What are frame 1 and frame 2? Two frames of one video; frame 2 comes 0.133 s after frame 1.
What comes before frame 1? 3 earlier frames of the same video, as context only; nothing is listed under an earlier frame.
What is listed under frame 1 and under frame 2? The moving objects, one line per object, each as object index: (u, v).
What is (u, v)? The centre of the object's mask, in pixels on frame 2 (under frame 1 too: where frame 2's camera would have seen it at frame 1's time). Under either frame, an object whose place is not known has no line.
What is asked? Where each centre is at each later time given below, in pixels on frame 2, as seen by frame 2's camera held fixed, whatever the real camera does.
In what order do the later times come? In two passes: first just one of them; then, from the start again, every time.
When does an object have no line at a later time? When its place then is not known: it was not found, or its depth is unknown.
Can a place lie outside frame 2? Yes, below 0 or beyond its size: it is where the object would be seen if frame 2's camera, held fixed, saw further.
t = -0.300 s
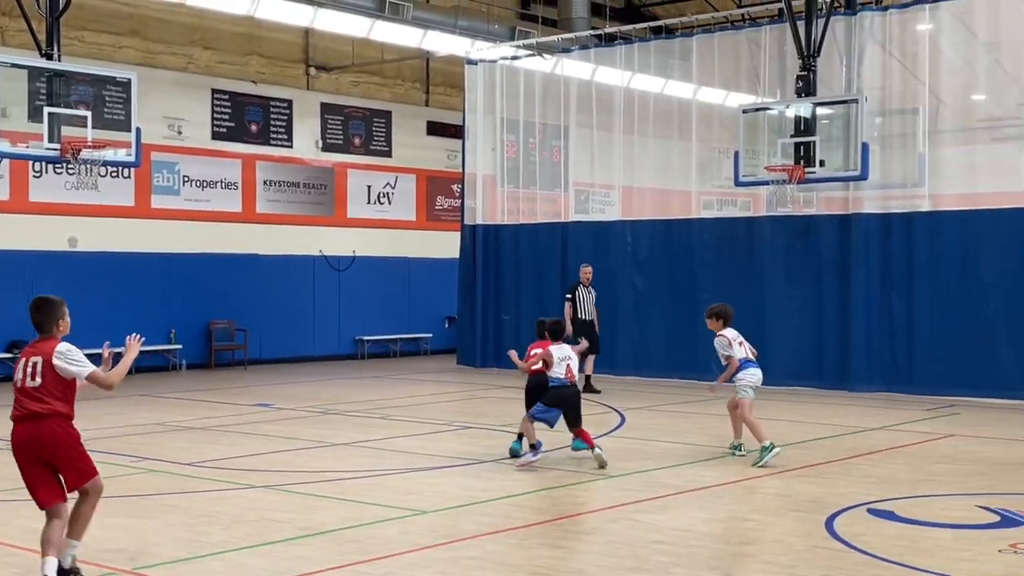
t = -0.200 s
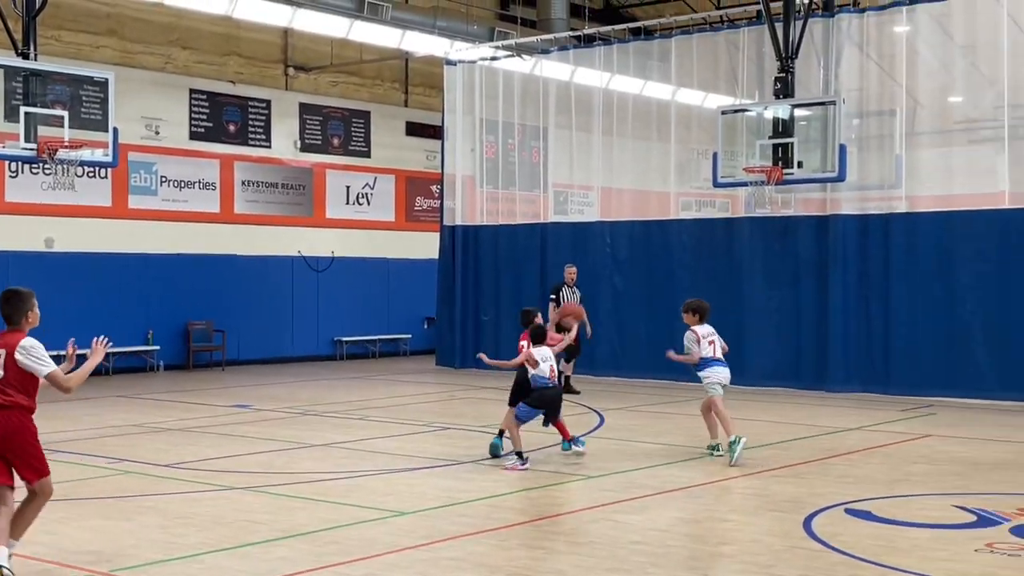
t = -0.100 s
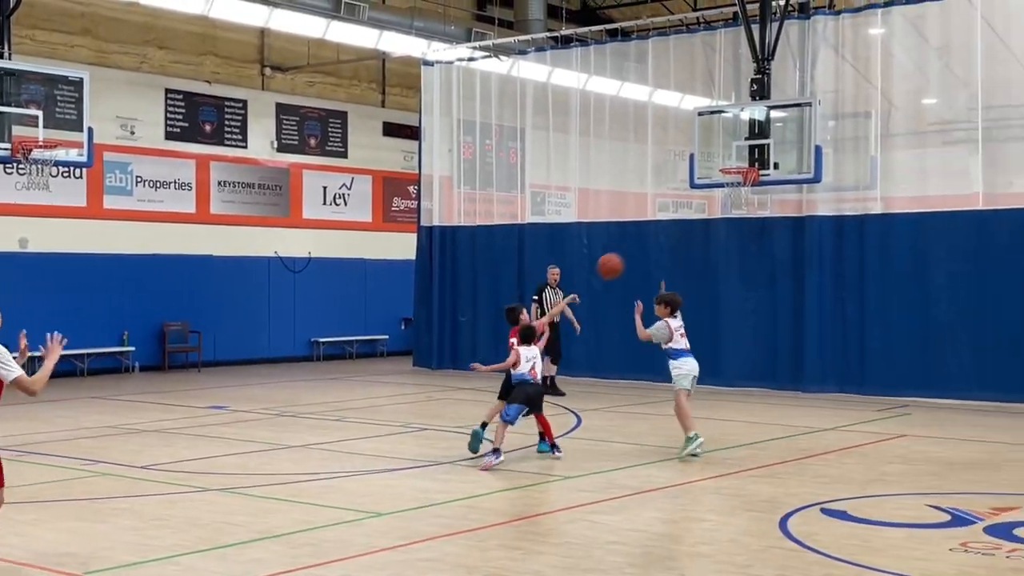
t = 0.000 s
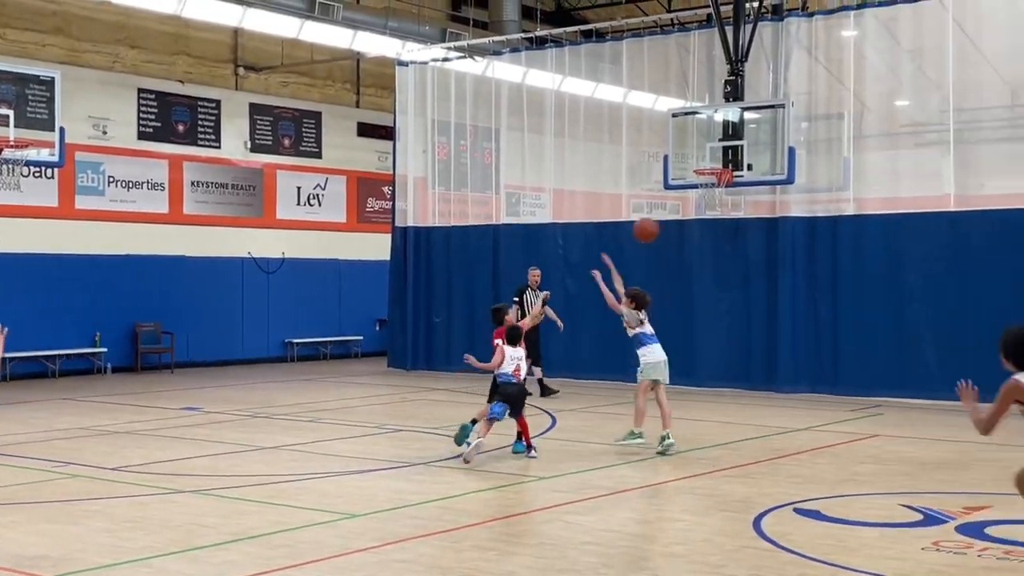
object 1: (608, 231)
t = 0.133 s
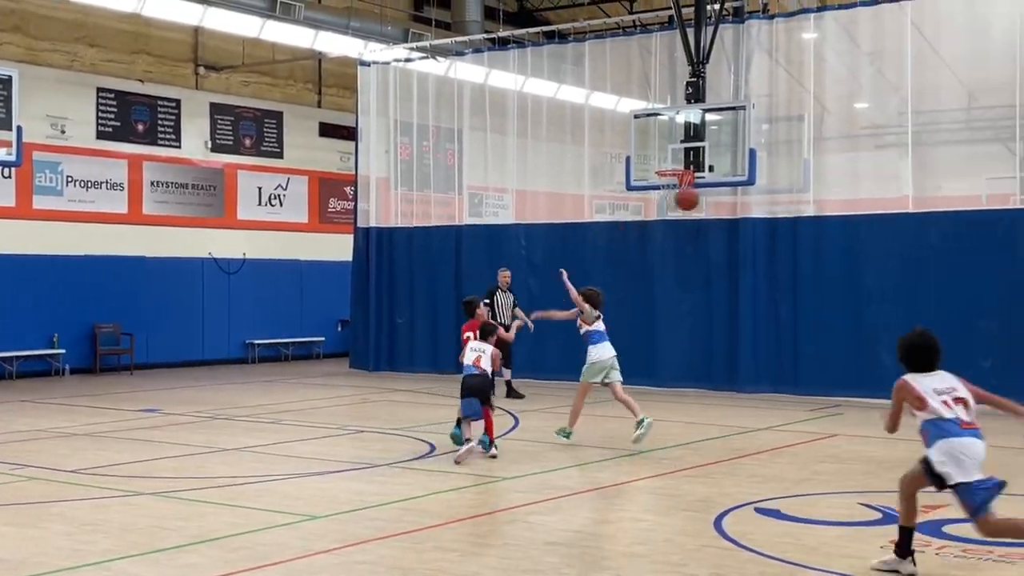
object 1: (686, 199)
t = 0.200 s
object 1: (725, 190)
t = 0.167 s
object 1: (706, 194)
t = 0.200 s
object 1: (725, 190)
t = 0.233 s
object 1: (743, 187)
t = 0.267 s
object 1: (762, 185)
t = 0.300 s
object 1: (780, 185)
